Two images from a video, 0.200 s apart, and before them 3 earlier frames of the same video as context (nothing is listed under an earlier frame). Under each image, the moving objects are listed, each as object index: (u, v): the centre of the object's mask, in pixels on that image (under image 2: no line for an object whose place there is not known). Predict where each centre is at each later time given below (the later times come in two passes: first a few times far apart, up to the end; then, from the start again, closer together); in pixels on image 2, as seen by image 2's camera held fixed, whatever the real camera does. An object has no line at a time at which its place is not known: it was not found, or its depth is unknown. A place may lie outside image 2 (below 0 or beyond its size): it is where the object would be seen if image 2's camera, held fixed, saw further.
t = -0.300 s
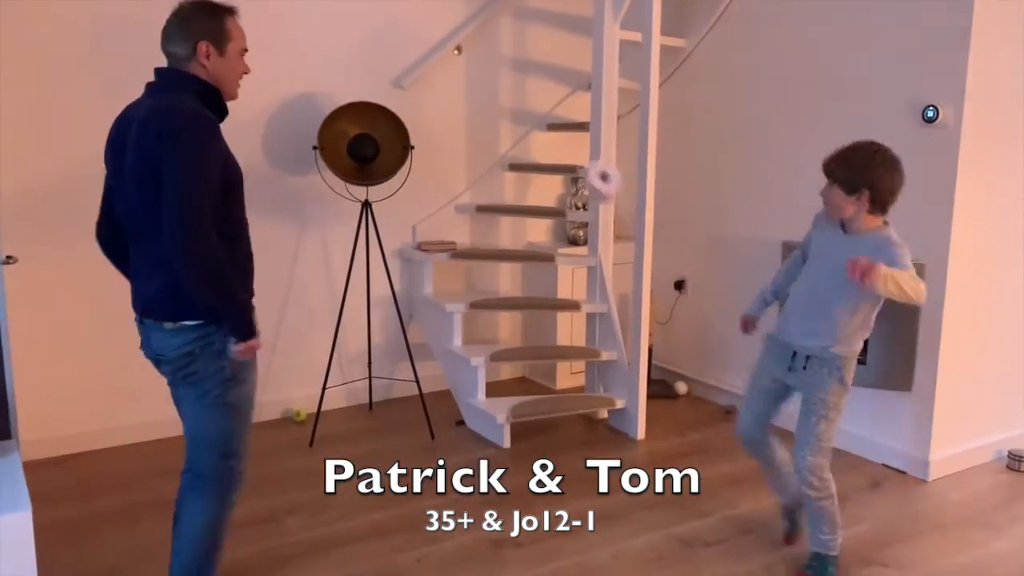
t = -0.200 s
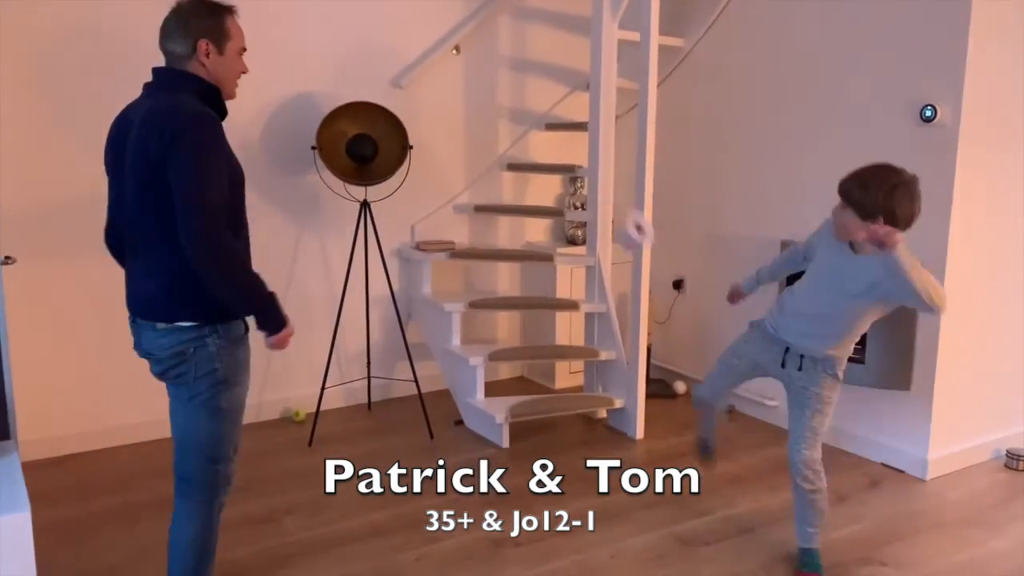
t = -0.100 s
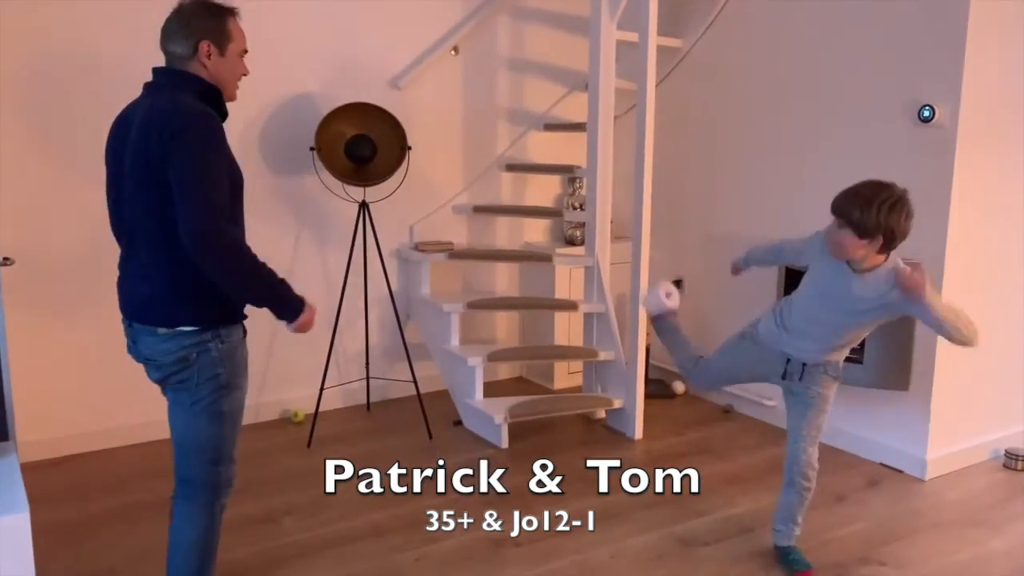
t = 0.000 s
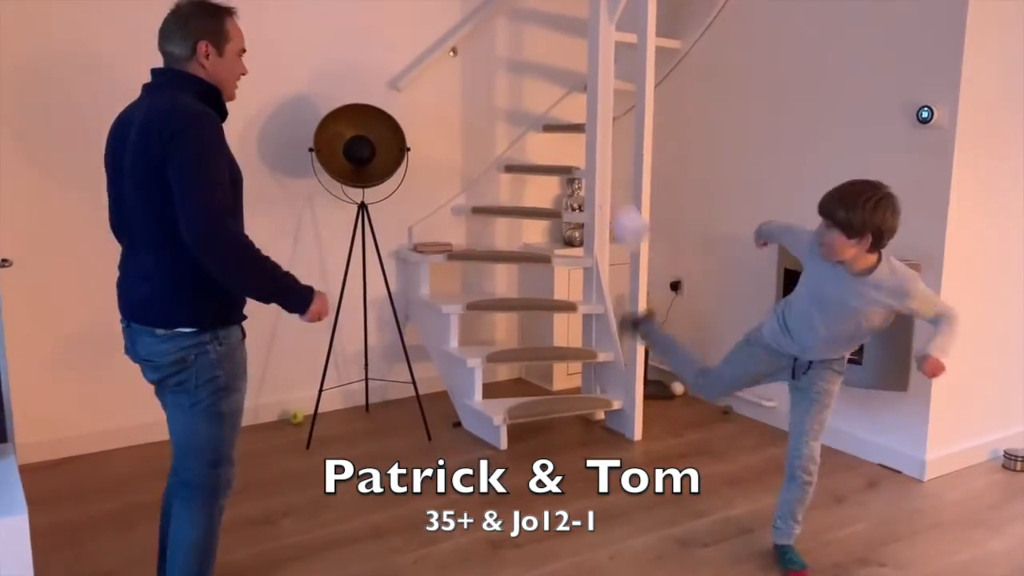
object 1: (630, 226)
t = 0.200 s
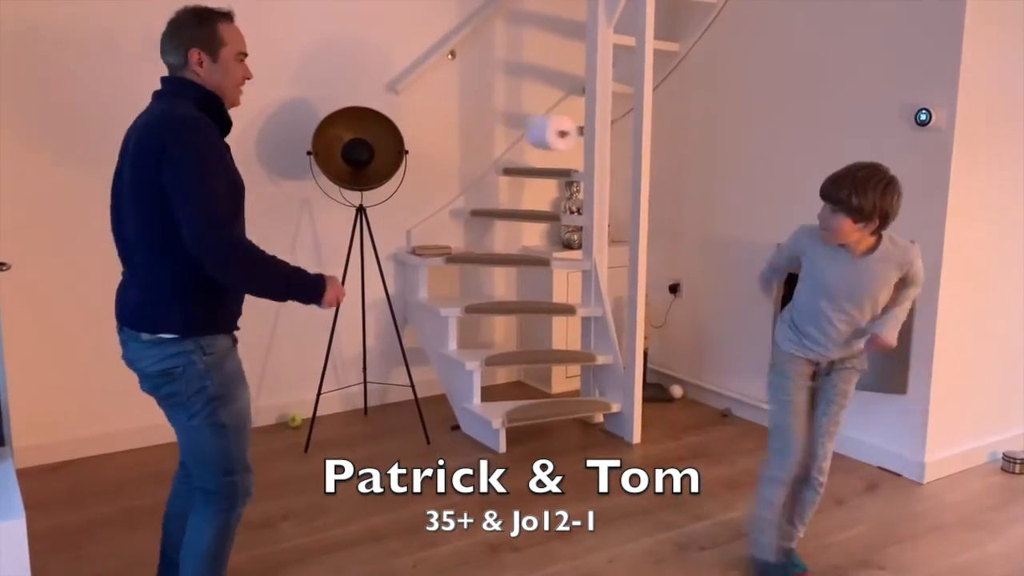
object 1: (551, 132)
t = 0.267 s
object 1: (519, 119)
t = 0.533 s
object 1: (359, 252)
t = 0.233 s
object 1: (535, 124)
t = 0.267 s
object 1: (519, 119)
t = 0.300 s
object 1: (504, 120)
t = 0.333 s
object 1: (487, 128)
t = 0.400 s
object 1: (449, 147)
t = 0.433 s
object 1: (429, 166)
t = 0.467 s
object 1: (407, 191)
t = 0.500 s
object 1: (384, 220)
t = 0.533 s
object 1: (359, 252)
